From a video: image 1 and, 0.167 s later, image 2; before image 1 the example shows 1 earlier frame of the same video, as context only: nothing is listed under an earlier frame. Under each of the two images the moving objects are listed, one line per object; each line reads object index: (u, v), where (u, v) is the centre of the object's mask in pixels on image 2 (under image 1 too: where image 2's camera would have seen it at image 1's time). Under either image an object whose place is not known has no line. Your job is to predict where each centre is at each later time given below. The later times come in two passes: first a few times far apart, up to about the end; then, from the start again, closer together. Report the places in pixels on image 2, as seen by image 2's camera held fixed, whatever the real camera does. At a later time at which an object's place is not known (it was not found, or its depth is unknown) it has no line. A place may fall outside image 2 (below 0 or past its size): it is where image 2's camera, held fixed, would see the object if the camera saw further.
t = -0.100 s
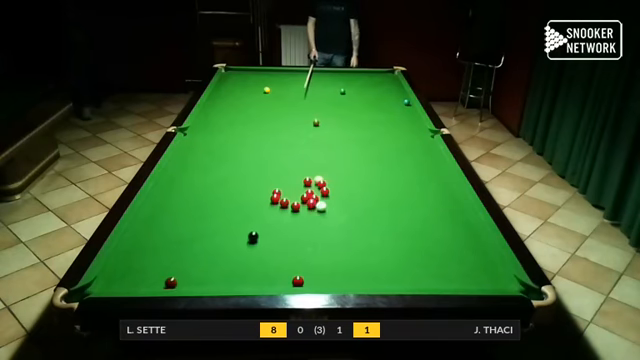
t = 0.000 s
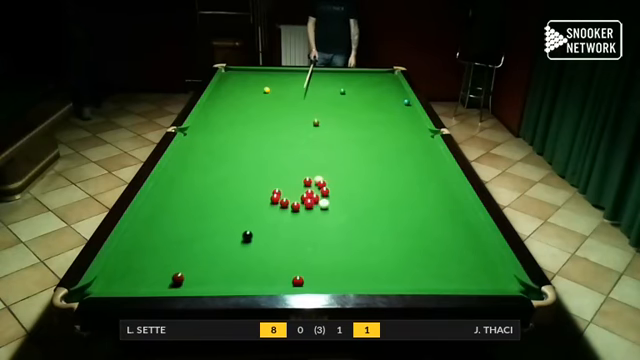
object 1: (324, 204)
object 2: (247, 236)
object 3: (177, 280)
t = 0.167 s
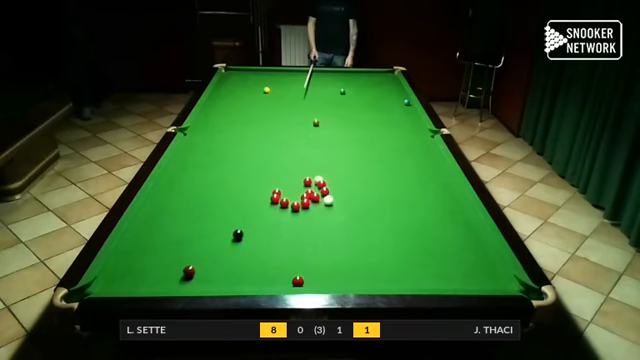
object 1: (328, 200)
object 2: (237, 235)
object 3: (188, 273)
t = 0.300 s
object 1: (332, 197)
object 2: (231, 234)
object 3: (197, 267)
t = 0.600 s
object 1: (338, 192)
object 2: (217, 232)
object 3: (214, 256)
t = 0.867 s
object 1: (343, 188)
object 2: (205, 231)
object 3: (227, 248)
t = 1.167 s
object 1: (348, 184)
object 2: (195, 229)
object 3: (239, 241)
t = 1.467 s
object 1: (352, 181)
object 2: (186, 228)
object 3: (250, 235)
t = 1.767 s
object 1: (356, 179)
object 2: (180, 227)
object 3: (258, 229)
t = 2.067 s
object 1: (358, 177)
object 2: (175, 227)
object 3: (265, 225)
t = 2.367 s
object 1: (360, 176)
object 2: (172, 227)
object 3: (271, 223)
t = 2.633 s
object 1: (361, 175)
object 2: (171, 227)
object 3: (274, 221)
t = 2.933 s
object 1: (361, 175)
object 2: (171, 227)
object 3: (278, 220)
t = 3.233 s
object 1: (361, 175)
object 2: (171, 227)
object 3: (280, 219)
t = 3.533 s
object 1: (361, 175)
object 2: (171, 227)
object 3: (280, 219)
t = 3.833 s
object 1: (361, 175)
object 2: (171, 227)
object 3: (280, 219)
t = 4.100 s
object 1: (361, 175)
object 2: (171, 227)
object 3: (280, 219)
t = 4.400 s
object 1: (361, 175)
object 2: (171, 227)
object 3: (280, 219)
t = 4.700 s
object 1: (361, 175)
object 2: (171, 227)
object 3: (280, 219)
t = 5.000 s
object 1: (361, 175)
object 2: (171, 227)
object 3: (280, 219)
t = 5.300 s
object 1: (361, 174)
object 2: (171, 227)
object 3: (280, 219)
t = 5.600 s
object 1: (361, 175)
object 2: (171, 227)
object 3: (280, 219)
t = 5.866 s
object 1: (361, 175)
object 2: (171, 227)
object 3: (280, 219)
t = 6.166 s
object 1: (361, 174)
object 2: (171, 227)
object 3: (280, 219)
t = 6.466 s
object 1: (361, 174)
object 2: (171, 227)
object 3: (280, 219)
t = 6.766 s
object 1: (361, 174)
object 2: (171, 227)
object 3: (280, 219)
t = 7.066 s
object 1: (361, 175)
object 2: (171, 227)
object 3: (280, 219)
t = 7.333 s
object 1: (361, 175)
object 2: (171, 227)
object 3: (280, 219)
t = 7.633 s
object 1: (361, 175)
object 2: (171, 227)
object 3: (280, 219)
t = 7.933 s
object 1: (361, 175)
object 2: (171, 227)
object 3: (280, 219)
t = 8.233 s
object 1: (361, 175)
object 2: (171, 227)
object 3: (280, 219)
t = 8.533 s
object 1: (361, 174)
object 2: (171, 227)
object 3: (280, 219)
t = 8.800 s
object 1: (361, 174)
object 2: (171, 227)
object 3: (280, 219)
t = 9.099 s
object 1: (361, 175)
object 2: (171, 227)
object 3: (280, 219)
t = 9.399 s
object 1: (361, 175)
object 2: (171, 227)
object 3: (280, 219)
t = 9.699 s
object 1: (361, 175)
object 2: (171, 227)
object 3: (280, 219)
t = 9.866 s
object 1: (361, 175)
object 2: (171, 227)
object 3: (280, 219)
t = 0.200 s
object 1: (329, 199)
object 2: (236, 234)
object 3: (190, 272)
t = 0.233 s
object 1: (330, 199)
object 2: (234, 234)
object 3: (193, 269)
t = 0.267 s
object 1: (331, 198)
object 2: (232, 234)
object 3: (195, 268)
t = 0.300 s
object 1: (332, 197)
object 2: (231, 234)
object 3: (197, 267)
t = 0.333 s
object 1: (332, 197)
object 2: (229, 233)
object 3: (199, 265)
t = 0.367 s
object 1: (333, 196)
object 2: (227, 234)
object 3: (201, 264)
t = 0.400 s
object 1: (334, 195)
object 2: (226, 233)
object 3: (203, 263)
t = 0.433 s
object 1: (335, 194)
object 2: (224, 233)
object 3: (205, 262)
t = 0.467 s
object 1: (336, 194)
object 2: (223, 233)
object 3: (207, 260)
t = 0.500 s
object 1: (336, 194)
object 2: (221, 232)
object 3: (209, 259)
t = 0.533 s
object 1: (337, 193)
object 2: (219, 232)
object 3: (211, 258)
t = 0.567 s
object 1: (338, 192)
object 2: (218, 232)
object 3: (212, 258)
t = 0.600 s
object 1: (338, 192)
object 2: (217, 232)
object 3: (214, 256)
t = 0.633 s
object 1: (339, 191)
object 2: (215, 232)
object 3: (216, 255)
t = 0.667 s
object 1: (340, 191)
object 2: (214, 232)
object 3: (218, 254)
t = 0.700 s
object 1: (340, 190)
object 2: (212, 231)
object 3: (219, 253)
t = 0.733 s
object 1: (341, 190)
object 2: (211, 231)
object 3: (221, 252)
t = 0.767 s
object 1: (342, 189)
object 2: (209, 231)
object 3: (222, 251)
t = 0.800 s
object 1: (342, 189)
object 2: (208, 231)
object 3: (224, 250)
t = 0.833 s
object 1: (343, 188)
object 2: (207, 231)
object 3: (225, 249)
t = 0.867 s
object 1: (343, 188)
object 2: (205, 231)
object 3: (227, 248)
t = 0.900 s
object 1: (344, 187)
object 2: (204, 230)
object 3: (228, 247)
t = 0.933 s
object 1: (345, 187)
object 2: (203, 230)
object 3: (230, 247)
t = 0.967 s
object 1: (345, 187)
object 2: (202, 230)
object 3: (231, 246)
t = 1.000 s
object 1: (346, 186)
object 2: (201, 230)
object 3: (232, 245)
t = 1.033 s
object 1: (346, 186)
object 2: (199, 230)
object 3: (234, 244)
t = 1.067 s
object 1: (347, 185)
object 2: (198, 230)
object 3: (235, 243)
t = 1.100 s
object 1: (347, 185)
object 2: (197, 230)
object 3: (237, 242)
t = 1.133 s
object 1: (348, 185)
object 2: (196, 230)
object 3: (238, 242)
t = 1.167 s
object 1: (348, 184)
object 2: (195, 229)
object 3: (239, 241)
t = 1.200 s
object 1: (349, 184)
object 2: (194, 229)
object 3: (240, 240)
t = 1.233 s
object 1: (349, 183)
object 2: (193, 229)
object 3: (242, 239)
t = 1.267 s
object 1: (350, 183)
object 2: (192, 229)
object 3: (243, 239)
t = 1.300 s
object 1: (350, 183)
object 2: (191, 229)
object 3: (244, 238)
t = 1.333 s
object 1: (350, 182)
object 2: (190, 229)
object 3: (245, 237)
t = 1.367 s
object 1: (351, 182)
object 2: (189, 229)
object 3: (247, 236)
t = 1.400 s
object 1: (351, 182)
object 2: (188, 229)
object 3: (247, 236)
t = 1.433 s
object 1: (352, 182)
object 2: (187, 229)
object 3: (248, 235)
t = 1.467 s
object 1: (352, 181)
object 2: (186, 228)
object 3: (250, 235)
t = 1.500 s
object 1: (353, 181)
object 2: (185, 228)
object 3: (251, 234)
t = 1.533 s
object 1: (353, 180)
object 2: (184, 228)
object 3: (252, 233)
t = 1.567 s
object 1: (353, 180)
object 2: (184, 228)
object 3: (253, 233)
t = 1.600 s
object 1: (354, 180)
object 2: (183, 228)
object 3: (254, 232)
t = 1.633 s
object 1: (354, 180)
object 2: (182, 228)
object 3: (255, 232)
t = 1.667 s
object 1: (354, 179)
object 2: (182, 228)
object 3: (256, 231)
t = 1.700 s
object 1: (355, 179)
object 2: (181, 228)
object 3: (256, 230)
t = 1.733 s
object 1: (355, 179)
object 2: (180, 228)
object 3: (257, 230)
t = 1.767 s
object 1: (356, 179)
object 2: (180, 227)
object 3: (258, 229)
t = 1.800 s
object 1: (356, 179)
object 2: (179, 227)
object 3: (259, 229)
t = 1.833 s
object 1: (356, 178)
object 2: (178, 227)
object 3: (260, 228)
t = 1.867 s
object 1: (356, 178)
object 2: (178, 227)
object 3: (261, 228)
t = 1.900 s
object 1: (357, 178)
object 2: (177, 227)
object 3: (262, 227)
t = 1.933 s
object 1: (357, 178)
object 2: (177, 227)
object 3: (262, 227)
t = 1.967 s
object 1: (357, 177)
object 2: (176, 227)
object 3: (263, 227)
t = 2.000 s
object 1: (358, 177)
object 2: (176, 227)
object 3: (264, 226)
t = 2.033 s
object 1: (358, 177)
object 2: (175, 227)
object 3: (265, 226)
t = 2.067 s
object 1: (358, 177)
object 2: (175, 227)
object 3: (265, 225)
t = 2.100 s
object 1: (358, 177)
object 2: (174, 227)
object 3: (266, 225)
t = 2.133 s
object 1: (359, 176)
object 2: (174, 227)
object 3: (267, 225)
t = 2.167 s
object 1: (359, 176)
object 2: (174, 227)
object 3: (267, 225)
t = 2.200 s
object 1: (359, 176)
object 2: (173, 227)
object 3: (268, 224)
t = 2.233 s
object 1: (359, 176)
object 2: (173, 227)
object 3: (269, 224)
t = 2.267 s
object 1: (359, 176)
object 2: (173, 227)
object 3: (269, 224)
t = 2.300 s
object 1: (360, 176)
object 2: (172, 227)
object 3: (270, 223)
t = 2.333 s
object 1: (360, 176)
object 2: (172, 227)
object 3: (270, 223)
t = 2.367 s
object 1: (360, 176)
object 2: (172, 227)
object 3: (271, 223)
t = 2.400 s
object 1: (360, 176)
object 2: (172, 227)
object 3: (271, 222)
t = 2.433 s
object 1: (360, 175)
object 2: (172, 227)
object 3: (272, 222)
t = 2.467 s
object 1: (360, 176)
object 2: (171, 227)
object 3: (272, 222)
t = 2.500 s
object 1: (361, 175)
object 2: (171, 227)
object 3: (273, 222)
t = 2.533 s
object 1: (361, 175)
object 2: (171, 227)
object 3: (273, 222)
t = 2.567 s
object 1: (361, 175)
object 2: (171, 227)
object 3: (274, 221)
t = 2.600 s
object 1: (361, 175)
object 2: (171, 227)
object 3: (274, 221)
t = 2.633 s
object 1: (361, 175)
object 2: (171, 227)
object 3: (274, 221)
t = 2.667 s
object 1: (361, 175)
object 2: (171, 227)
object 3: (275, 221)
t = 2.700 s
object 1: (361, 175)
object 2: (171, 227)
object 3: (275, 220)
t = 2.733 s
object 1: (361, 175)
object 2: (171, 227)
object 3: (275, 221)
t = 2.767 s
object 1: (361, 175)
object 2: (171, 227)
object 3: (276, 220)
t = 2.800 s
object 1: (361, 175)
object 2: (171, 227)
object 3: (277, 220)
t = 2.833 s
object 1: (361, 175)
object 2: (171, 227)
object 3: (277, 220)
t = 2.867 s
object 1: (361, 175)
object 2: (171, 227)
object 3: (277, 220)
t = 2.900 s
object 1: (361, 175)
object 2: (171, 227)
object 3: (277, 220)
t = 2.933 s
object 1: (361, 175)
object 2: (171, 227)
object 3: (278, 220)
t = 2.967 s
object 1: (361, 175)
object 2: (171, 227)
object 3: (278, 220)
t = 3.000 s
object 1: (361, 175)
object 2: (171, 227)
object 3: (278, 220)
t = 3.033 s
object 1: (361, 175)
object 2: (171, 227)
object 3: (278, 219)
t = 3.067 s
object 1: (361, 175)
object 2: (171, 227)
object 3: (278, 220)
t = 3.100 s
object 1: (361, 175)
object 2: (171, 227)
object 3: (279, 219)
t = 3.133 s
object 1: (361, 175)
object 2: (171, 227)
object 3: (279, 219)
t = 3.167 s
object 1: (361, 175)
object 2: (171, 227)
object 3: (279, 219)
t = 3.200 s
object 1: (361, 175)
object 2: (171, 227)
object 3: (279, 219)
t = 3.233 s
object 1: (361, 175)
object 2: (171, 227)
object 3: (280, 219)
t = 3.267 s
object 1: (361, 175)
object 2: (171, 227)
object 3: (280, 219)
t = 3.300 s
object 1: (361, 175)
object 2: (171, 227)
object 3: (280, 219)
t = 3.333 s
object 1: (361, 175)
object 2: (171, 227)
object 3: (280, 219)
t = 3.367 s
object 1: (361, 175)
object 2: (171, 227)
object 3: (280, 219)
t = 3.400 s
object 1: (361, 175)
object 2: (171, 227)
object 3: (280, 219)
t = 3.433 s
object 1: (361, 175)
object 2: (171, 227)
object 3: (280, 219)
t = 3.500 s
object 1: (361, 175)
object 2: (171, 227)
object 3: (280, 219)
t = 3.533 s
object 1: (361, 175)
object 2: (171, 227)
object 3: (280, 219)
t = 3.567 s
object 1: (361, 175)
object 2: (171, 227)
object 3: (280, 219)
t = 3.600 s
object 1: (361, 175)
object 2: (171, 227)
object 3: (280, 219)
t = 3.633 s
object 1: (361, 175)
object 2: (171, 227)
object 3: (280, 219)
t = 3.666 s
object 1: (361, 175)
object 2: (171, 227)
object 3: (280, 219)
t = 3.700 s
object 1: (361, 175)
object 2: (171, 227)
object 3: (280, 219)
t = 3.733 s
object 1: (361, 175)
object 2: (171, 227)
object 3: (280, 219)
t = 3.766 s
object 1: (361, 175)
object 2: (171, 227)
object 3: (280, 219)
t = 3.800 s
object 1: (361, 175)
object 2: (171, 227)
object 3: (280, 219)
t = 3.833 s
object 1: (361, 175)
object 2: (171, 227)
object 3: (280, 219)
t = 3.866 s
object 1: (361, 175)
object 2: (171, 227)
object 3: (280, 219)
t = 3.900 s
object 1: (361, 175)
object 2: (171, 227)
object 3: (280, 219)
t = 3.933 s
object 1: (361, 175)
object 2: (171, 227)
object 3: (280, 219)
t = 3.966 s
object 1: (361, 175)
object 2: (171, 227)
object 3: (280, 219)
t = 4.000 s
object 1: (361, 175)
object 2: (171, 227)
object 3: (280, 219)
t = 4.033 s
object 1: (361, 175)
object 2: (171, 227)
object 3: (280, 219)
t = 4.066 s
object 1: (361, 175)
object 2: (171, 227)
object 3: (280, 219)
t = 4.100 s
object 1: (361, 175)
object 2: (171, 227)
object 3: (280, 219)
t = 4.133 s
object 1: (361, 175)
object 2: (171, 227)
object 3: (280, 219)
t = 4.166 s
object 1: (361, 175)
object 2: (171, 227)
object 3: (280, 219)
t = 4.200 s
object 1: (361, 175)
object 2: (171, 227)
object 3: (280, 219)
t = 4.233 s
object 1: (361, 175)
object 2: (171, 227)
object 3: (280, 219)
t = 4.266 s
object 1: (361, 175)
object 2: (171, 227)
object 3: (280, 219)
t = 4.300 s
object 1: (361, 175)
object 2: (171, 227)
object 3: (280, 219)
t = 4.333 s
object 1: (361, 175)
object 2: (171, 227)
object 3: (280, 219)
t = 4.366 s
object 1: (361, 175)
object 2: (171, 227)
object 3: (280, 219)
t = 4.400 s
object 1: (361, 175)
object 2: (171, 227)
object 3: (280, 219)
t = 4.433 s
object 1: (361, 175)
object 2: (171, 227)
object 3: (280, 219)
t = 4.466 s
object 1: (361, 175)
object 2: (171, 227)
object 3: (280, 219)
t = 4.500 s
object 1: (361, 175)
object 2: (171, 227)
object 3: (280, 219)
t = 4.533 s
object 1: (361, 175)
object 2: (171, 227)
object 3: (280, 219)
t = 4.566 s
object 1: (361, 175)
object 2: (171, 227)
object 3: (280, 219)
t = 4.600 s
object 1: (361, 175)
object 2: (171, 227)
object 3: (280, 219)
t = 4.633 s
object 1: (361, 175)
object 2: (171, 227)
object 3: (280, 219)
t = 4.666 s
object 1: (361, 175)
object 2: (171, 227)
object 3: (280, 219)
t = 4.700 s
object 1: (361, 175)
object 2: (171, 227)
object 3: (280, 219)
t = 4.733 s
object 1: (361, 175)
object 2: (171, 227)
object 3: (280, 219)
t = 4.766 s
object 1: (361, 175)
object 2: (171, 227)
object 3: (280, 219)
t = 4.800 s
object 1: (361, 175)
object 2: (171, 227)
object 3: (280, 219)
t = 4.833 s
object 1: (361, 175)
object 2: (171, 227)
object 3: (280, 219)
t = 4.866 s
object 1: (361, 175)
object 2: (171, 227)
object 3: (280, 219)
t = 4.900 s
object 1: (361, 175)
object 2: (171, 227)
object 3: (280, 219)
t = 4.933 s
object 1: (361, 175)
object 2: (171, 227)
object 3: (280, 219)
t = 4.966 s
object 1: (361, 175)
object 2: (171, 227)
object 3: (280, 219)
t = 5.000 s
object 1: (361, 175)
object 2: (171, 227)
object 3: (280, 219)
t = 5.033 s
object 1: (361, 175)
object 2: (171, 227)
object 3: (280, 219)
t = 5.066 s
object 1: (361, 175)
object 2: (171, 227)
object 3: (280, 219)
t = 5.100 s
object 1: (361, 175)
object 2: (171, 227)
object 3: (280, 219)
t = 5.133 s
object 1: (361, 175)
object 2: (171, 227)
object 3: (280, 219)
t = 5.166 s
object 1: (361, 175)
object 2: (171, 227)
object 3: (280, 219)
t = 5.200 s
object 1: (361, 175)
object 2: (171, 227)
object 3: (280, 219)
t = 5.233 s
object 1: (361, 175)
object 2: (171, 227)
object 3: (280, 219)
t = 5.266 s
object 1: (361, 175)
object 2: (171, 227)
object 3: (280, 219)
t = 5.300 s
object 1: (361, 174)
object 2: (171, 227)
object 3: (280, 219)
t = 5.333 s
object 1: (361, 174)
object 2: (171, 227)
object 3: (280, 219)
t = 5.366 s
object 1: (361, 174)
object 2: (171, 227)
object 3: (280, 219)
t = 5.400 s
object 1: (361, 174)
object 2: (171, 227)
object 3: (280, 219)
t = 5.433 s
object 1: (361, 174)
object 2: (171, 227)
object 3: (280, 219)
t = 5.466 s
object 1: (361, 174)
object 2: (171, 227)
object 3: (280, 219)
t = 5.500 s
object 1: (361, 174)
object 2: (171, 227)
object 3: (280, 219)
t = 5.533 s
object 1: (361, 174)
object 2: (171, 227)
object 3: (280, 219)
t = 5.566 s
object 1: (361, 175)
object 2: (171, 227)
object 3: (280, 219)
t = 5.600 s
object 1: (361, 175)
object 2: (171, 227)
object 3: (280, 219)
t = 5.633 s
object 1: (361, 175)
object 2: (171, 227)
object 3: (280, 219)
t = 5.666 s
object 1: (361, 175)
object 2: (171, 227)
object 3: (280, 219)
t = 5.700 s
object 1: (361, 175)
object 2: (171, 227)
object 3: (280, 219)
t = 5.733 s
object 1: (361, 175)
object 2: (171, 227)
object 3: (280, 219)
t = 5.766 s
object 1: (361, 175)
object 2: (171, 227)
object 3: (280, 219)
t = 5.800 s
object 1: (361, 175)
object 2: (171, 227)
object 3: (280, 219)
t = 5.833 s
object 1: (361, 175)
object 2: (171, 227)
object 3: (280, 219)
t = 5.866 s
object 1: (361, 175)
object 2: (171, 227)
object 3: (280, 219)
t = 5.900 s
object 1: (361, 175)
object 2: (171, 227)
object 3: (280, 219)
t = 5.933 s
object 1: (361, 175)
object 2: (171, 227)
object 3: (280, 219)
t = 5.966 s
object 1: (361, 175)
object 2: (171, 227)
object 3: (280, 219)
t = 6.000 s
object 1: (361, 175)
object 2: (171, 227)
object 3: (280, 219)
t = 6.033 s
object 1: (361, 175)
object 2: (171, 227)
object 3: (280, 219)
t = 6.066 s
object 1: (361, 174)
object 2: (171, 227)
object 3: (280, 219)
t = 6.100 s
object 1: (361, 174)
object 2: (171, 227)
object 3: (280, 219)
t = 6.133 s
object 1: (361, 174)
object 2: (171, 227)
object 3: (280, 219)
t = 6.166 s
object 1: (361, 174)
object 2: (171, 227)
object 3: (280, 219)
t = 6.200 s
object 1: (361, 174)
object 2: (171, 227)
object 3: (280, 219)
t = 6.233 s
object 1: (361, 174)
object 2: (171, 227)
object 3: (280, 219)
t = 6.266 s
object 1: (361, 174)
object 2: (171, 227)
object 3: (280, 219)
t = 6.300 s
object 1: (361, 174)
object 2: (171, 227)
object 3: (280, 219)
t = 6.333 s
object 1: (361, 174)
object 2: (171, 227)
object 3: (280, 219)
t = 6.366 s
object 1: (361, 174)
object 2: (171, 227)
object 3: (280, 219)
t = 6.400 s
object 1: (361, 174)
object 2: (171, 227)
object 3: (280, 219)
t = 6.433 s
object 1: (361, 174)
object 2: (171, 227)
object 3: (280, 219)
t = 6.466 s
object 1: (361, 174)
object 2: (171, 227)
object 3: (280, 219)
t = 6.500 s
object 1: (361, 174)
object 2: (171, 227)
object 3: (280, 219)
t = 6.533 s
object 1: (361, 174)
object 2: (171, 227)
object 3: (280, 219)
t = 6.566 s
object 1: (361, 174)
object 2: (171, 227)
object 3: (280, 219)
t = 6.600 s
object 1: (361, 174)
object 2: (171, 227)
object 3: (280, 219)
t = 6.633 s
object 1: (361, 174)
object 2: (171, 227)
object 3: (280, 219)
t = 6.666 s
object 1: (361, 174)
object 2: (171, 227)
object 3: (280, 219)
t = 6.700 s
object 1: (361, 174)
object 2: (171, 227)
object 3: (280, 219)
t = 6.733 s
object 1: (361, 174)
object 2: (171, 227)
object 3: (280, 219)
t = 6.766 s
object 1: (361, 174)
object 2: (171, 227)
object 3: (280, 219)
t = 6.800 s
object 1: (361, 174)
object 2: (171, 227)
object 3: (280, 219)
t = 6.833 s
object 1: (361, 174)
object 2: (171, 227)
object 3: (280, 219)
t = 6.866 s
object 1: (361, 175)
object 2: (171, 227)
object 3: (280, 219)
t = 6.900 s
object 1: (361, 175)
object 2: (171, 227)
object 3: (280, 219)
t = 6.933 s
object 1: (361, 175)
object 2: (171, 227)
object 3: (280, 219)
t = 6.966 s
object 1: (361, 175)
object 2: (171, 227)
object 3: (280, 219)
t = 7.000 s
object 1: (361, 175)
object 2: (171, 227)
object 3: (280, 219)
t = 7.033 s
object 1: (361, 175)
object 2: (171, 227)
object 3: (280, 219)
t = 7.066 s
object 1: (361, 175)
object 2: (171, 227)
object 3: (280, 219)
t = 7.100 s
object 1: (361, 175)
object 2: (171, 227)
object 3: (280, 219)
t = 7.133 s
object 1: (361, 175)
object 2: (171, 227)
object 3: (280, 219)
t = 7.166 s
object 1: (361, 175)
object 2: (171, 227)
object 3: (280, 219)
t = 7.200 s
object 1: (361, 175)
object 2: (171, 227)
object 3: (280, 219)
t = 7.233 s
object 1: (361, 175)
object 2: (171, 227)
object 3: (280, 219)
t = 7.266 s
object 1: (361, 175)
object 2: (171, 227)
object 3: (280, 219)
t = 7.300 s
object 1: (361, 175)
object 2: (171, 227)
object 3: (280, 219)
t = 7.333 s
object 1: (361, 175)
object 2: (171, 227)
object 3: (280, 219)
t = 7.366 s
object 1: (361, 175)
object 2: (171, 227)
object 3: (280, 219)
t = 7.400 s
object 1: (361, 175)
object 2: (171, 227)
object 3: (280, 219)
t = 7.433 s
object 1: (361, 175)
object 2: (171, 227)
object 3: (280, 219)
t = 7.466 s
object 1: (361, 175)
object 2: (171, 227)
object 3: (280, 219)
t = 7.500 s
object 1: (361, 175)
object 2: (171, 227)
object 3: (280, 219)
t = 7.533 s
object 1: (361, 175)
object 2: (171, 227)
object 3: (280, 219)
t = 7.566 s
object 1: (361, 175)
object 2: (171, 227)
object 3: (280, 219)
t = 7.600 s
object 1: (361, 175)
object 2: (171, 227)
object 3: (280, 219)
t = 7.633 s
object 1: (361, 175)
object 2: (171, 227)
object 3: (280, 219)
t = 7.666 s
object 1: (361, 175)
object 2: (171, 227)
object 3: (280, 219)
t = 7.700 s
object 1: (361, 175)
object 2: (171, 227)
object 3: (280, 219)
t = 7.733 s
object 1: (361, 175)
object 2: (171, 227)
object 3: (280, 219)
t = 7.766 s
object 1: (361, 175)
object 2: (171, 227)
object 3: (280, 219)
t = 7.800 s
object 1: (361, 175)
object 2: (171, 227)
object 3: (280, 219)
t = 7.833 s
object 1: (361, 175)
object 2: (171, 227)
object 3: (280, 219)
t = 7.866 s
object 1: (361, 175)
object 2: (171, 227)
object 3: (280, 219)
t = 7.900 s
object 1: (361, 175)
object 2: (171, 227)
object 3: (280, 219)
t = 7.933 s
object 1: (361, 175)
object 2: (171, 227)
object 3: (280, 219)
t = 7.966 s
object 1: (361, 175)
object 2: (171, 227)
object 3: (280, 219)
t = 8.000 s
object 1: (361, 175)
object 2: (171, 227)
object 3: (280, 219)
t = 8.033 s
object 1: (361, 175)
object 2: (171, 227)
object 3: (280, 219)
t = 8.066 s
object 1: (361, 175)
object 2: (171, 227)
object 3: (280, 219)
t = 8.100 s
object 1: (361, 175)
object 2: (171, 227)
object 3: (280, 219)
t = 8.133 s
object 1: (361, 175)
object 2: (171, 227)
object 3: (280, 219)
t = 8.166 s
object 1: (361, 175)
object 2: (171, 227)
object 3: (280, 219)
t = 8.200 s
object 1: (361, 175)
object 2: (171, 227)
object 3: (280, 219)
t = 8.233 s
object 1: (361, 175)
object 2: (171, 227)
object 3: (280, 219)
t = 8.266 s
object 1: (361, 175)
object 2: (171, 227)
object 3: (280, 219)
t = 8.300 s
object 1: (361, 175)
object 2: (171, 227)
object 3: (280, 219)
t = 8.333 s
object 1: (361, 174)
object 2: (171, 227)
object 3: (280, 219)
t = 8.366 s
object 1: (361, 174)
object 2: (171, 227)
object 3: (280, 219)
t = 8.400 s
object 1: (361, 175)
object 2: (171, 227)
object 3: (280, 219)
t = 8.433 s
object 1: (361, 174)
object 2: (171, 227)
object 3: (280, 219)
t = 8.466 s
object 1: (361, 174)
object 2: (171, 227)
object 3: (280, 219)
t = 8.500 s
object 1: (361, 174)
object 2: (171, 227)
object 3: (280, 219)
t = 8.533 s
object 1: (361, 174)
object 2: (171, 227)
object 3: (280, 219)
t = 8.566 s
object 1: (361, 174)
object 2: (171, 227)
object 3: (280, 219)
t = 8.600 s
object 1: (361, 174)
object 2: (171, 227)
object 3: (280, 219)
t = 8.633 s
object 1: (361, 174)
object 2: (171, 227)
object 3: (280, 219)
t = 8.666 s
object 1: (361, 174)
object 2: (171, 227)
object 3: (280, 219)
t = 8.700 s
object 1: (361, 174)
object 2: (171, 227)
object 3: (280, 219)
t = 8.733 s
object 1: (361, 174)
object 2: (171, 227)
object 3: (280, 219)
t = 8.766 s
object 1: (361, 174)
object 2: (171, 227)
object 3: (280, 219)
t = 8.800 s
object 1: (361, 174)
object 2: (171, 227)
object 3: (280, 219)
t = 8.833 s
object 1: (361, 174)
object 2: (171, 227)
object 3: (280, 219)
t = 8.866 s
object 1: (361, 174)
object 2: (171, 227)
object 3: (280, 219)
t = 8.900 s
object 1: (361, 174)
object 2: (171, 227)
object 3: (280, 219)
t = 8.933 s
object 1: (361, 174)
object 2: (171, 227)
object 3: (280, 219)
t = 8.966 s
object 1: (361, 175)
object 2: (171, 227)
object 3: (280, 219)
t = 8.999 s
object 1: (361, 175)
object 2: (171, 227)
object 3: (280, 219)
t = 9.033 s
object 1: (361, 175)
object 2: (171, 227)
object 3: (280, 219)
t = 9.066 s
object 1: (361, 175)
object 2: (171, 227)
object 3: (280, 219)
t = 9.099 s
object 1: (361, 175)
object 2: (171, 227)
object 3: (280, 219)
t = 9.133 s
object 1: (361, 175)
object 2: (171, 227)
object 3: (280, 219)
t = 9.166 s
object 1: (361, 175)
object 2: (171, 227)
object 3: (280, 219)
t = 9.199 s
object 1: (361, 175)
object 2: (171, 227)
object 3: (280, 219)
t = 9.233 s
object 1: (361, 175)
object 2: (171, 227)
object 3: (280, 219)
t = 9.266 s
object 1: (361, 175)
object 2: (171, 227)
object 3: (280, 219)
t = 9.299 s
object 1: (361, 175)
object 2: (171, 227)
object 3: (280, 219)
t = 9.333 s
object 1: (361, 175)
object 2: (171, 227)
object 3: (280, 219)
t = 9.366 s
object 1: (361, 175)
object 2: (171, 227)
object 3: (280, 219)
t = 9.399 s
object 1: (361, 175)
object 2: (171, 227)
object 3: (280, 219)
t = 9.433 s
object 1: (361, 175)
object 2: (171, 227)
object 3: (280, 219)
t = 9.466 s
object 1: (361, 175)
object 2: (171, 227)
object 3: (280, 219)
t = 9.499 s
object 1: (361, 175)
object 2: (171, 227)
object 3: (280, 219)
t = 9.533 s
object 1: (361, 175)
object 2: (171, 227)
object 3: (280, 219)
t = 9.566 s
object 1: (361, 175)
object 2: (171, 227)
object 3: (280, 219)
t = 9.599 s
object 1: (361, 175)
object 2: (171, 227)
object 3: (280, 219)
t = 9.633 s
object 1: (361, 175)
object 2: (171, 227)
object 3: (280, 219)
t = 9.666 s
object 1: (361, 175)
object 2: (171, 227)
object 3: (280, 219)
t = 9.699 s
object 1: (361, 175)
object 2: (171, 227)
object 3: (280, 219)
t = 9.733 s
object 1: (361, 175)
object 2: (171, 227)
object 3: (280, 219)
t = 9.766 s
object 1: (361, 175)
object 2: (171, 227)
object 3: (280, 219)
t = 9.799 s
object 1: (361, 175)
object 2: (171, 227)
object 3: (280, 219)
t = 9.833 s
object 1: (361, 175)
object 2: (171, 227)
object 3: (280, 219)
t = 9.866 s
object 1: (361, 175)
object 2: (171, 227)
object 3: (280, 219)
